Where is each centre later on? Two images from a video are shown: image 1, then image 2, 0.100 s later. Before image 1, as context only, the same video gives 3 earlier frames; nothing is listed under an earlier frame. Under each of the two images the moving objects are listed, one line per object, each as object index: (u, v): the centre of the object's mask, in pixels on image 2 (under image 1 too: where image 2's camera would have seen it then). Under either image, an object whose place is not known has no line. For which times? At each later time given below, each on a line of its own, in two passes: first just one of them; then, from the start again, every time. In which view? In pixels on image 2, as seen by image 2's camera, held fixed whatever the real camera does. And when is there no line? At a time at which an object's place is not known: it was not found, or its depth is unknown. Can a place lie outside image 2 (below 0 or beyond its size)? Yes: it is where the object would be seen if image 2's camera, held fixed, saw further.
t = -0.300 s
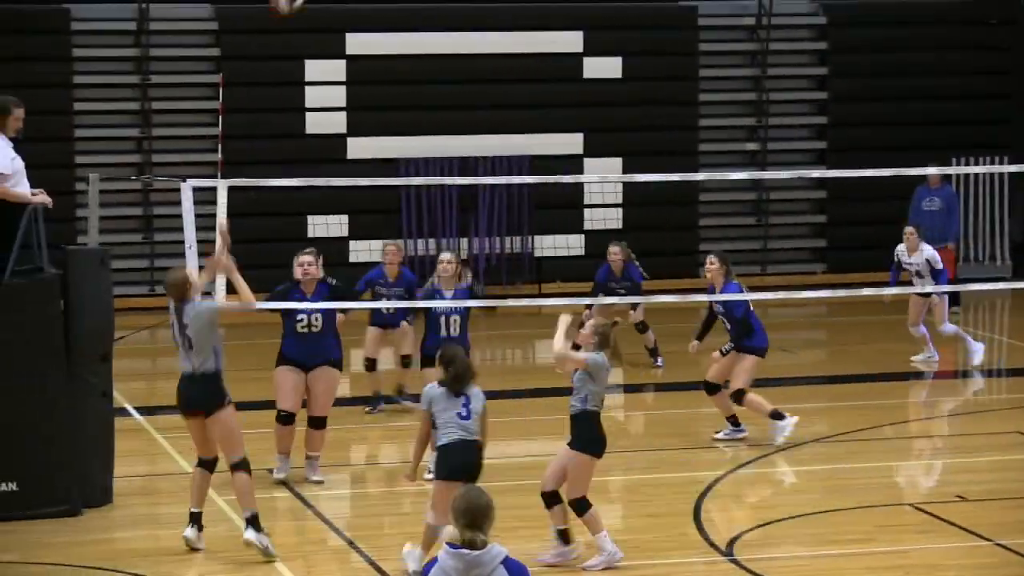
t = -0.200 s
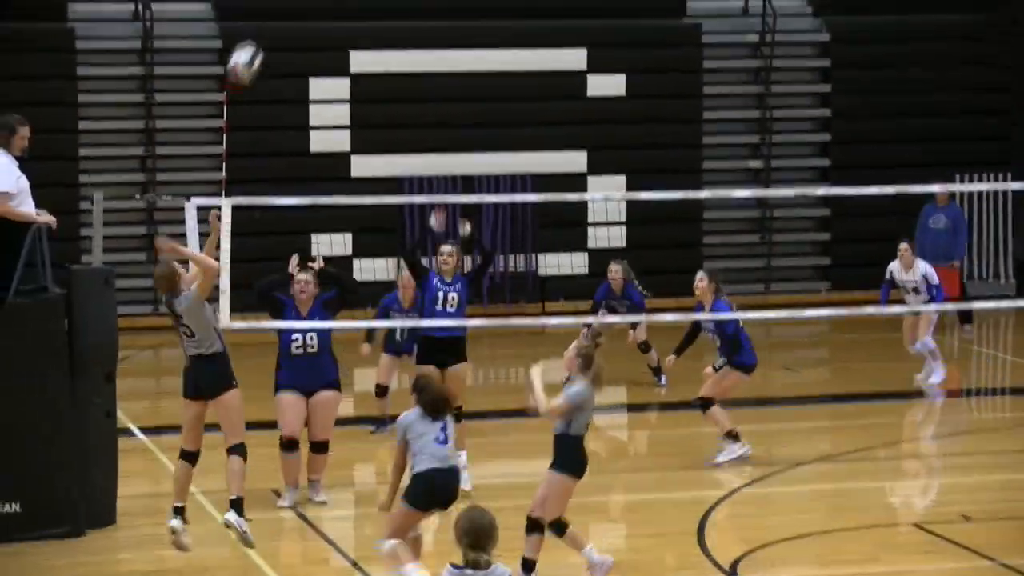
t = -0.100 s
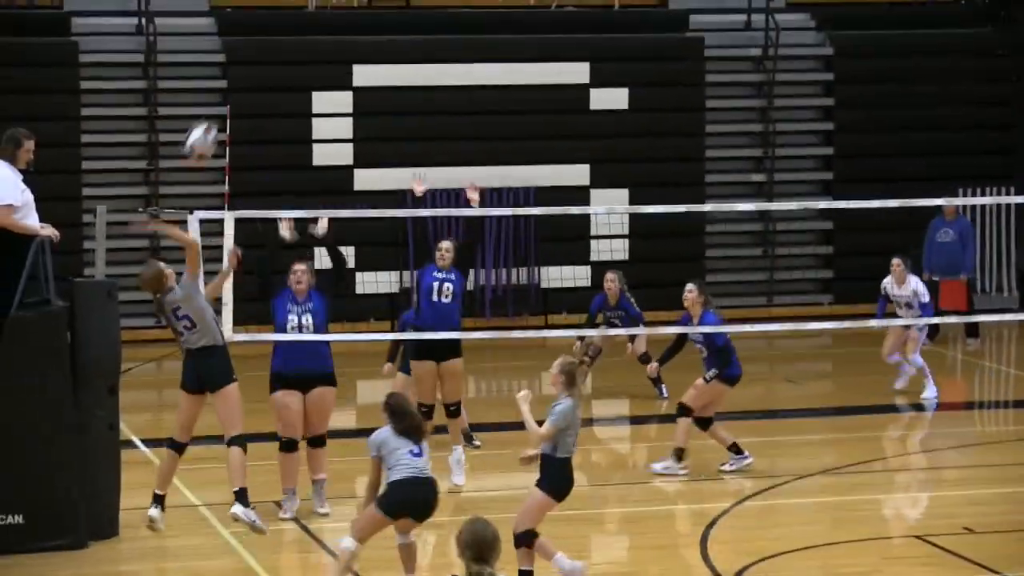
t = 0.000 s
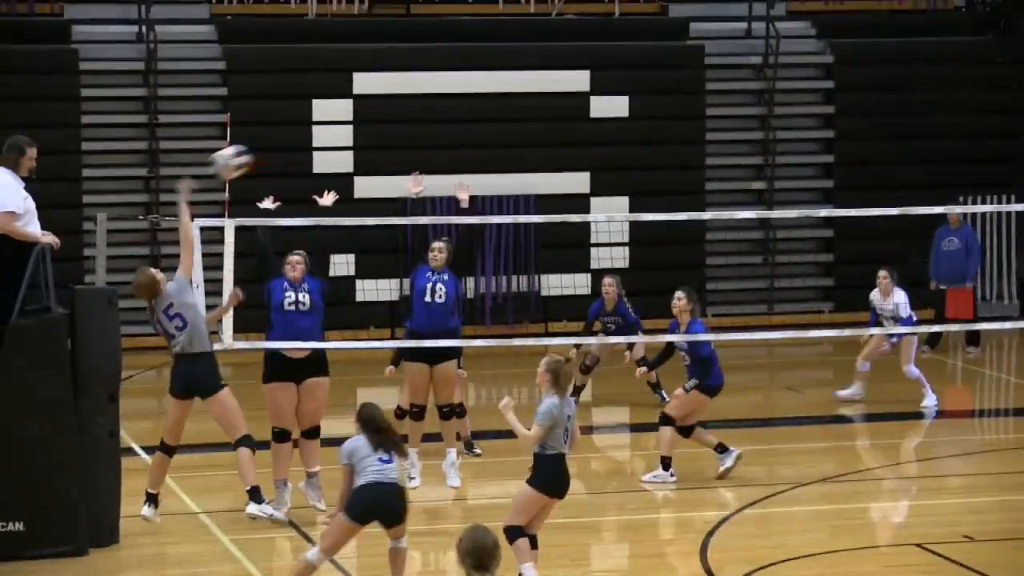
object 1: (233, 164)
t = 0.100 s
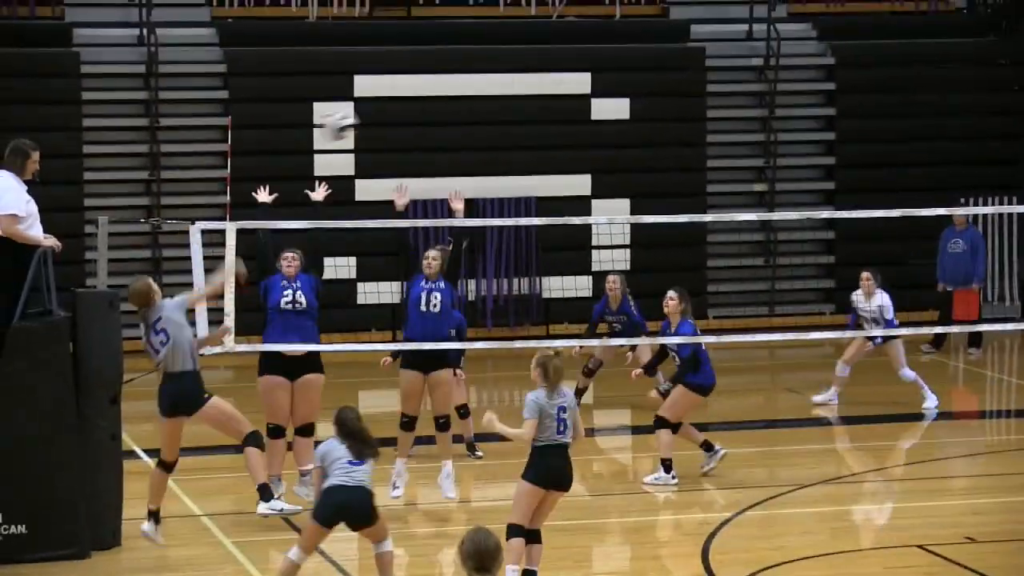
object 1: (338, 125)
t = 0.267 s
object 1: (494, 91)
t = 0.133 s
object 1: (372, 115)
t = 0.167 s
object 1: (402, 108)
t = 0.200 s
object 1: (434, 101)
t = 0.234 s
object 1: (465, 96)
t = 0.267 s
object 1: (494, 91)
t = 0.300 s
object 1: (524, 89)
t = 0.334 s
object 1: (554, 87)
